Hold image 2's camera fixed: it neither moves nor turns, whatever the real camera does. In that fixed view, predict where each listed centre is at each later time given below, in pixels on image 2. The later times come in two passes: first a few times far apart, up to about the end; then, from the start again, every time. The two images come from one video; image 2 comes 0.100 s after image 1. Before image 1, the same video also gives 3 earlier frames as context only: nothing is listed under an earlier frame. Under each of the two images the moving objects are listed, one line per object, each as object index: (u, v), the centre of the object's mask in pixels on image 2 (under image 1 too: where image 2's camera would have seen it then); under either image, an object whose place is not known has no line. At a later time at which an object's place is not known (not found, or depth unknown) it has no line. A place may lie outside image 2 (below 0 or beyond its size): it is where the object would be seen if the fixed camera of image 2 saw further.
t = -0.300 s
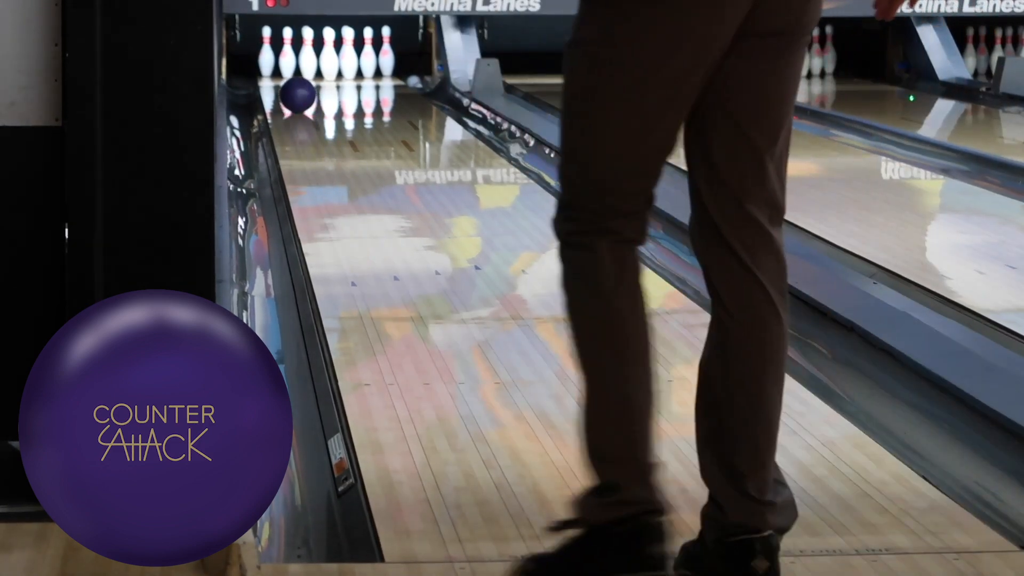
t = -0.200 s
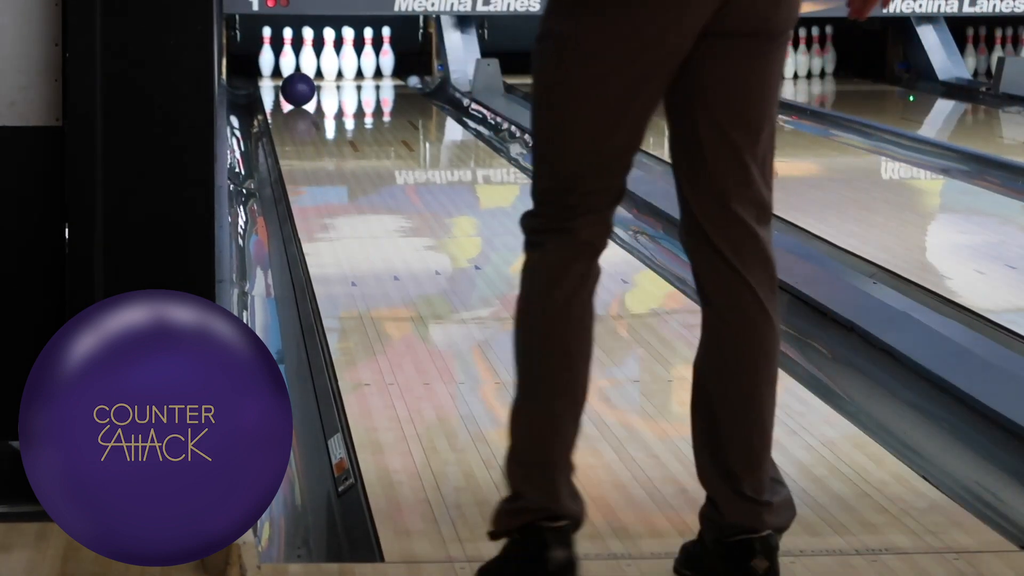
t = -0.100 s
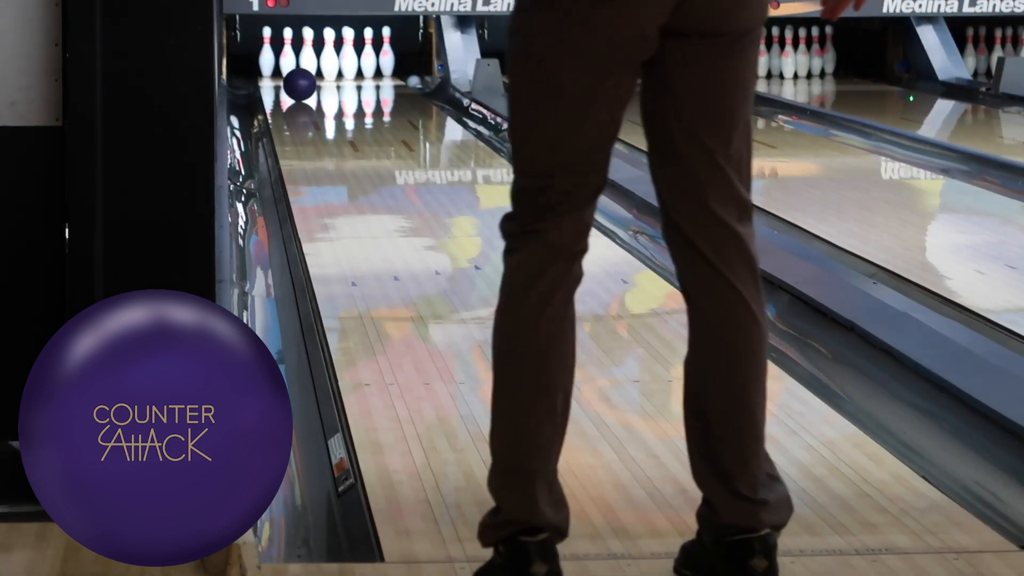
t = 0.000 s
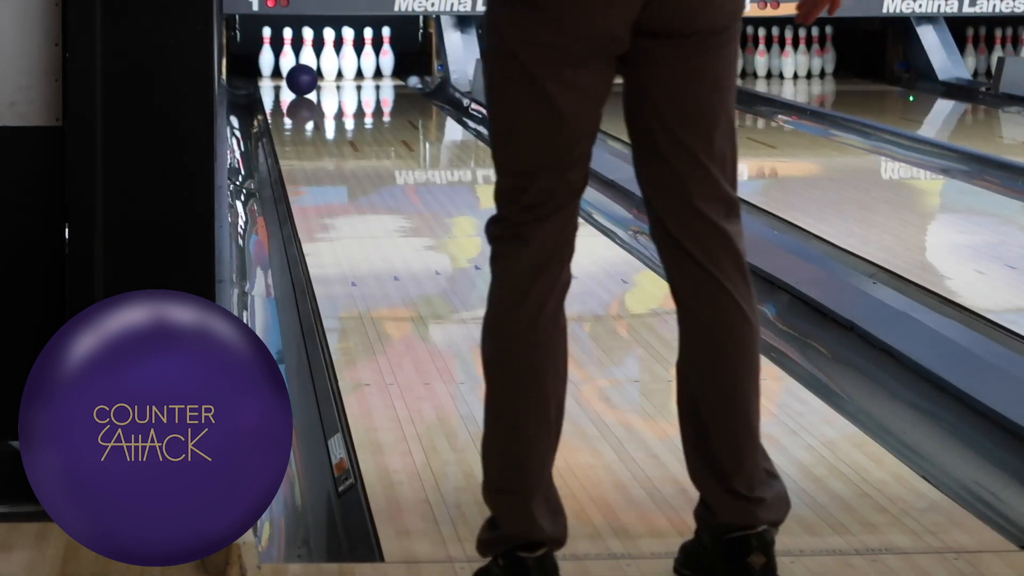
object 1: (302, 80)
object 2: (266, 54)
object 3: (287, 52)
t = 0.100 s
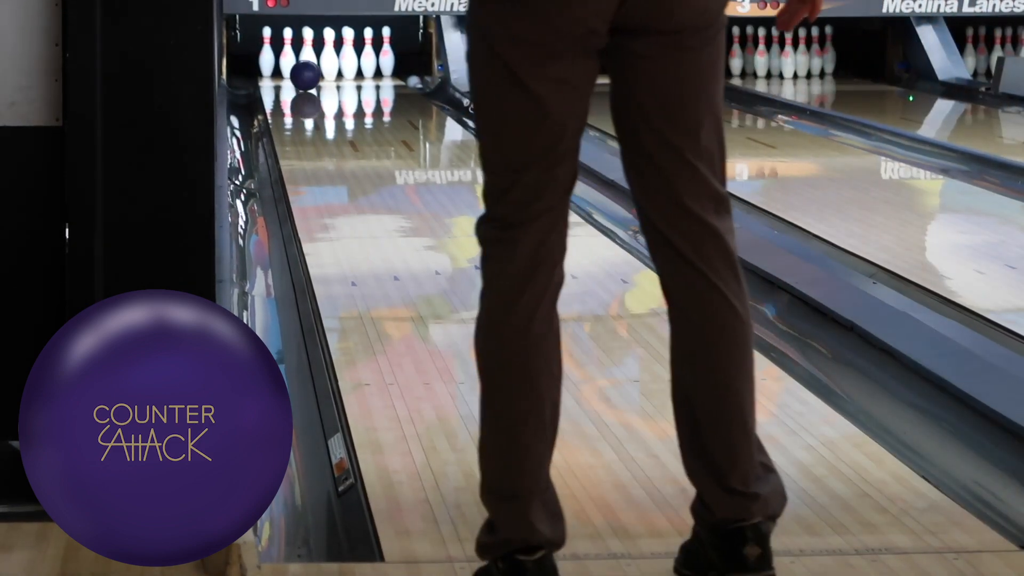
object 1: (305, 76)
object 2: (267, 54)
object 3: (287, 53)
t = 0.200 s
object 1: (309, 72)
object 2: (266, 54)
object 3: (287, 55)
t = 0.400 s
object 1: (310, 65)
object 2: (266, 53)
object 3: (287, 54)
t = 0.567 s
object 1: (306, 61)
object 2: (247, 56)
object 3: (251, 64)
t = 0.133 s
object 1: (306, 74)
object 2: (267, 54)
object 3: (287, 54)
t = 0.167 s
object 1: (308, 73)
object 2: (267, 54)
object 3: (287, 54)
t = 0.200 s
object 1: (309, 72)
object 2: (266, 54)
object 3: (287, 55)
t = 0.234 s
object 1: (311, 70)
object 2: (266, 53)
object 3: (287, 55)
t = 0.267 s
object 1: (312, 68)
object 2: (267, 53)
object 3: (287, 55)
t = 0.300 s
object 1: (314, 67)
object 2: (266, 53)
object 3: (287, 54)
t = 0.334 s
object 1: (311, 66)
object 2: (266, 53)
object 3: (287, 54)
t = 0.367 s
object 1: (310, 66)
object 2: (266, 53)
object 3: (287, 54)
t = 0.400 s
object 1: (310, 65)
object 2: (266, 53)
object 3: (287, 54)
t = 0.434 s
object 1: (309, 65)
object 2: (264, 52)
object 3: (286, 55)
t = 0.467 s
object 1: (307, 64)
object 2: (257, 50)
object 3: (278, 54)
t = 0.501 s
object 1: (307, 63)
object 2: (248, 48)
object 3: (267, 57)
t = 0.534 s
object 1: (306, 63)
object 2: (238, 49)
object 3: (258, 60)
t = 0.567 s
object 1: (306, 61)
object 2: (247, 56)
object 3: (251, 64)
